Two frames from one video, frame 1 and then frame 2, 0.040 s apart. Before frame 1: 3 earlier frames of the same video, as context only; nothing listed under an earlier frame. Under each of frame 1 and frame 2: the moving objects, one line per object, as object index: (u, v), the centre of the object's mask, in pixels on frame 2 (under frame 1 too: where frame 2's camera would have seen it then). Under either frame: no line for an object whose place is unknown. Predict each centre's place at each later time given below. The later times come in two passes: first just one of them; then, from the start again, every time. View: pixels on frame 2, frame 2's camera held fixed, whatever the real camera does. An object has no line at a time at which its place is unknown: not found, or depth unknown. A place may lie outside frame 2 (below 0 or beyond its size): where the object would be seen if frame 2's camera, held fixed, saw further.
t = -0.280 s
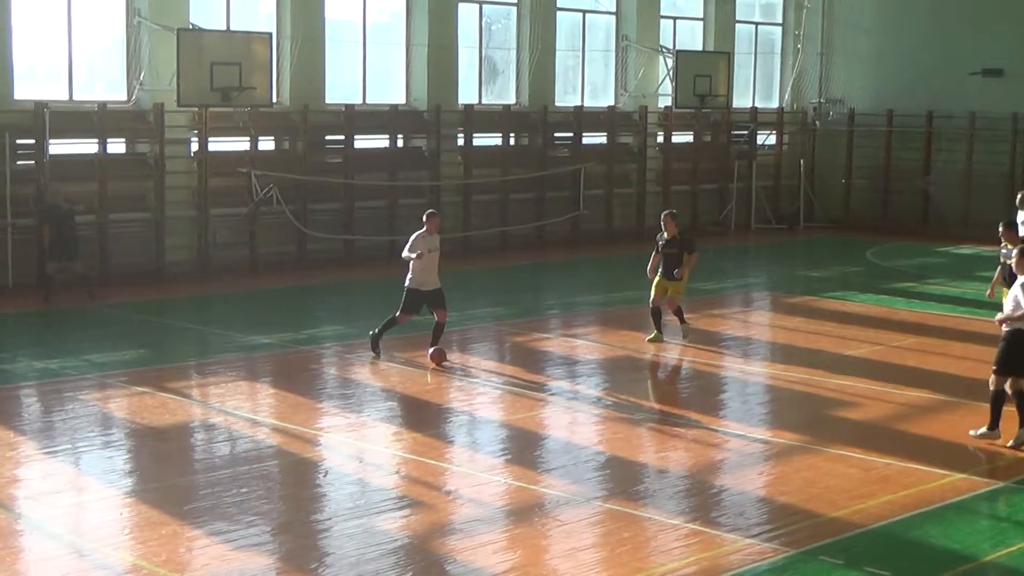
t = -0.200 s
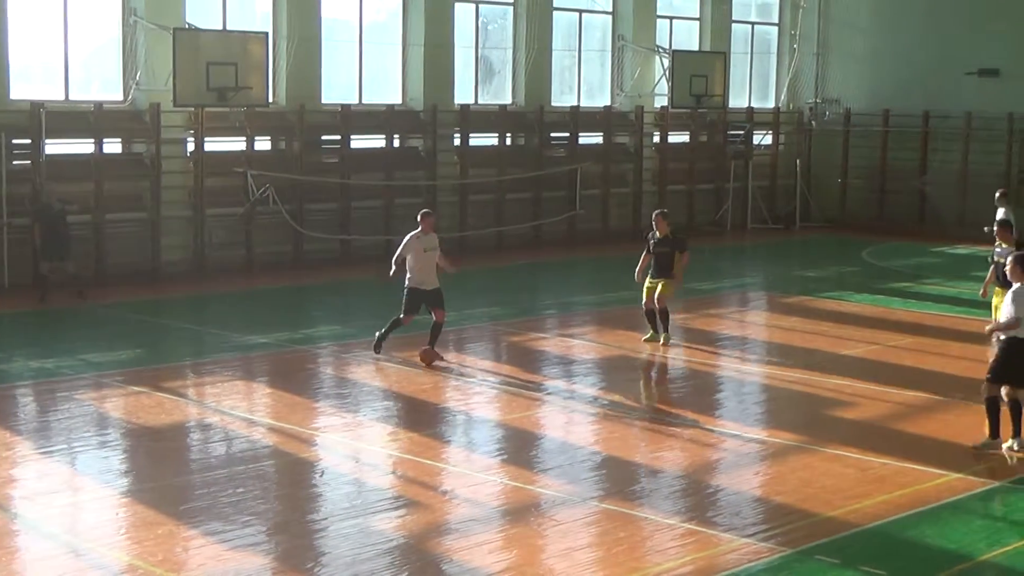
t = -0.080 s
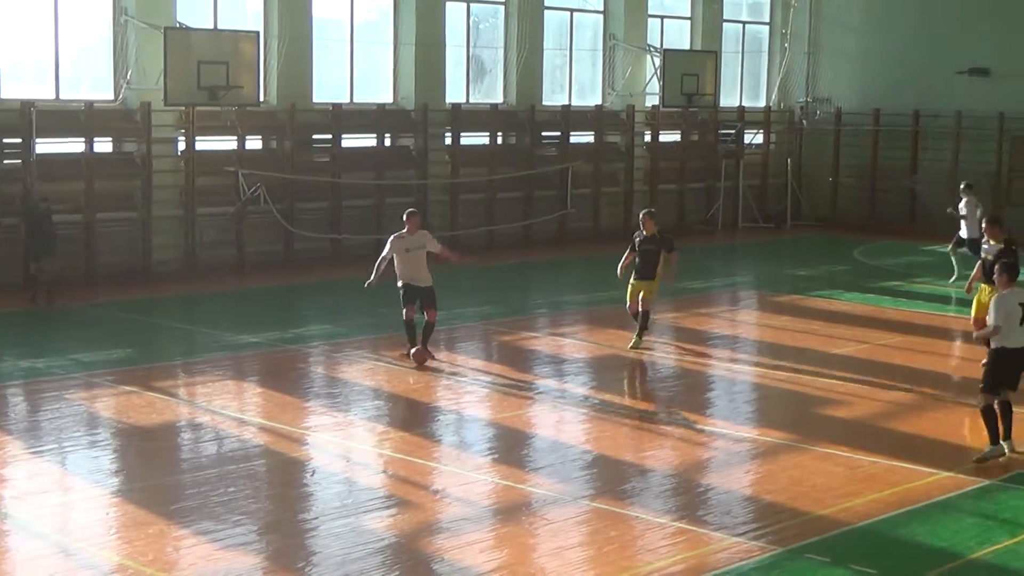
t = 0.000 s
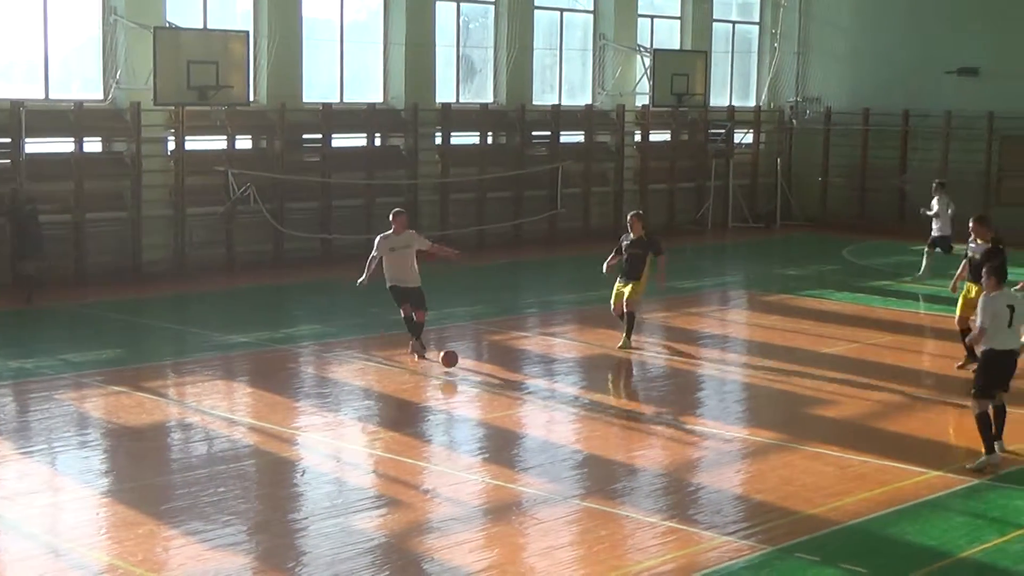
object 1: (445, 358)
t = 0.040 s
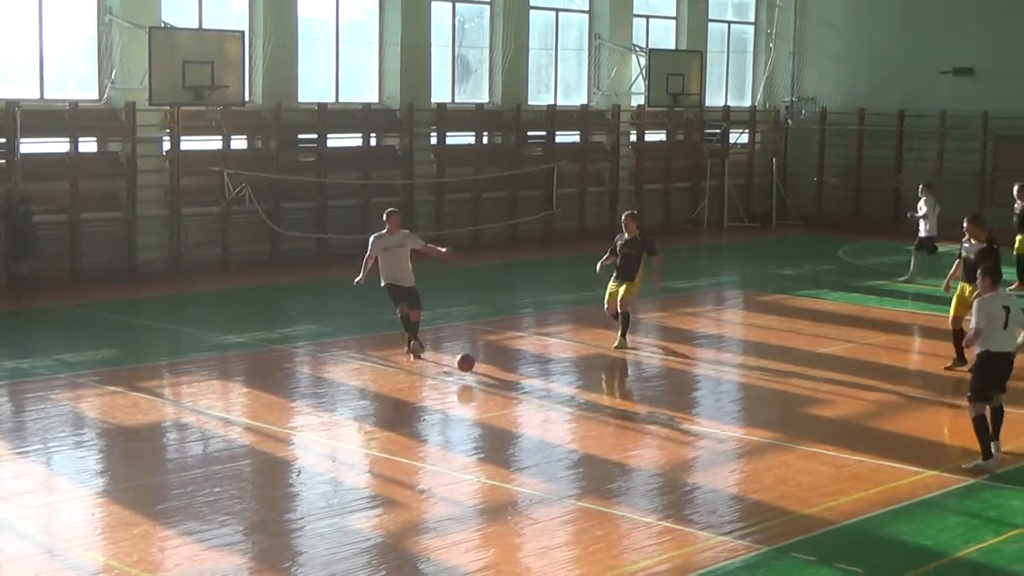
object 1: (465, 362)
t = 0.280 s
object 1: (591, 394)
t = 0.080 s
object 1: (486, 368)
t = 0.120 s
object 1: (508, 375)
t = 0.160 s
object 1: (530, 383)
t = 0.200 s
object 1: (550, 386)
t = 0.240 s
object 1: (570, 389)
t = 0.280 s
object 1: (591, 394)
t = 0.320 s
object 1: (611, 400)
